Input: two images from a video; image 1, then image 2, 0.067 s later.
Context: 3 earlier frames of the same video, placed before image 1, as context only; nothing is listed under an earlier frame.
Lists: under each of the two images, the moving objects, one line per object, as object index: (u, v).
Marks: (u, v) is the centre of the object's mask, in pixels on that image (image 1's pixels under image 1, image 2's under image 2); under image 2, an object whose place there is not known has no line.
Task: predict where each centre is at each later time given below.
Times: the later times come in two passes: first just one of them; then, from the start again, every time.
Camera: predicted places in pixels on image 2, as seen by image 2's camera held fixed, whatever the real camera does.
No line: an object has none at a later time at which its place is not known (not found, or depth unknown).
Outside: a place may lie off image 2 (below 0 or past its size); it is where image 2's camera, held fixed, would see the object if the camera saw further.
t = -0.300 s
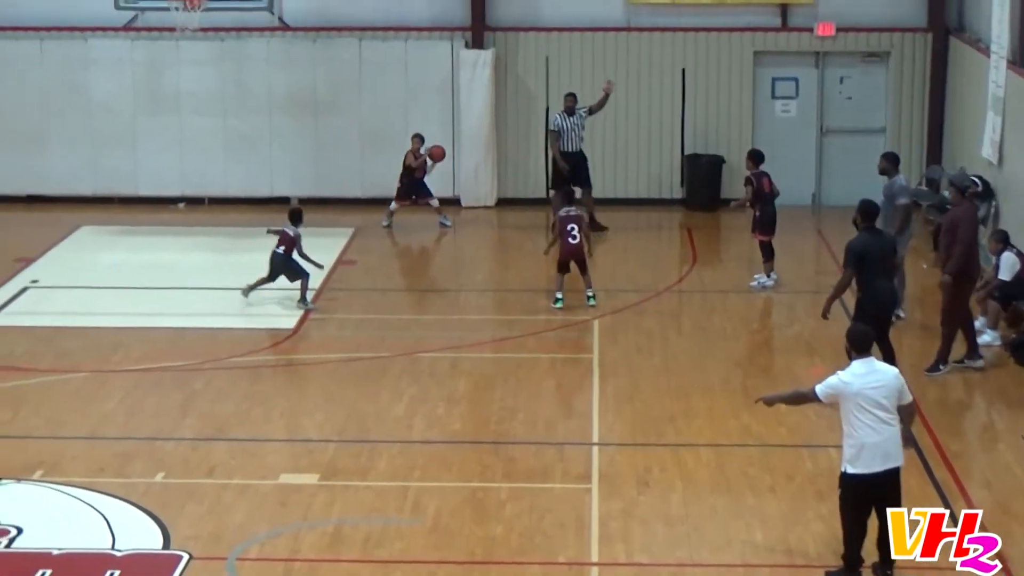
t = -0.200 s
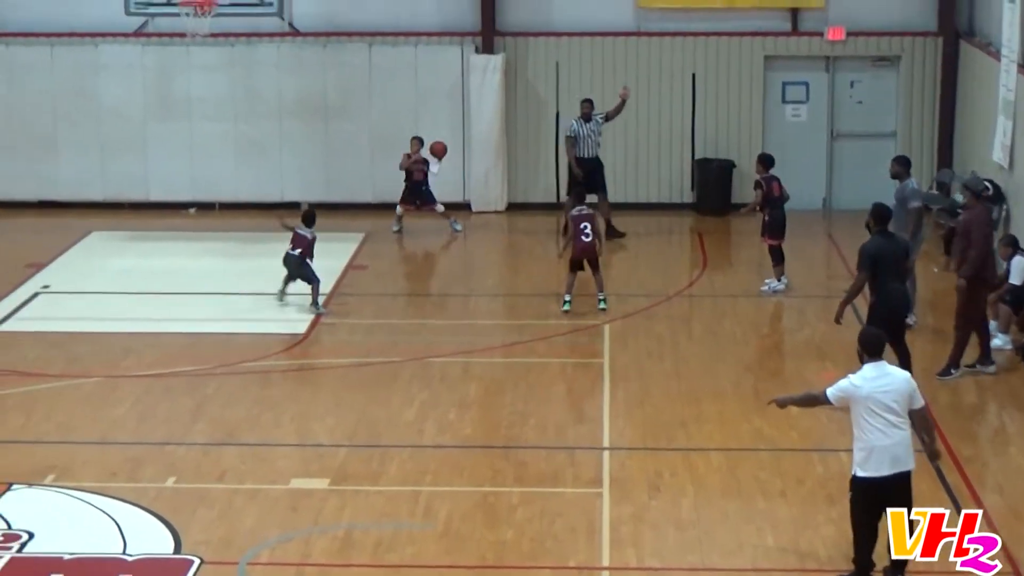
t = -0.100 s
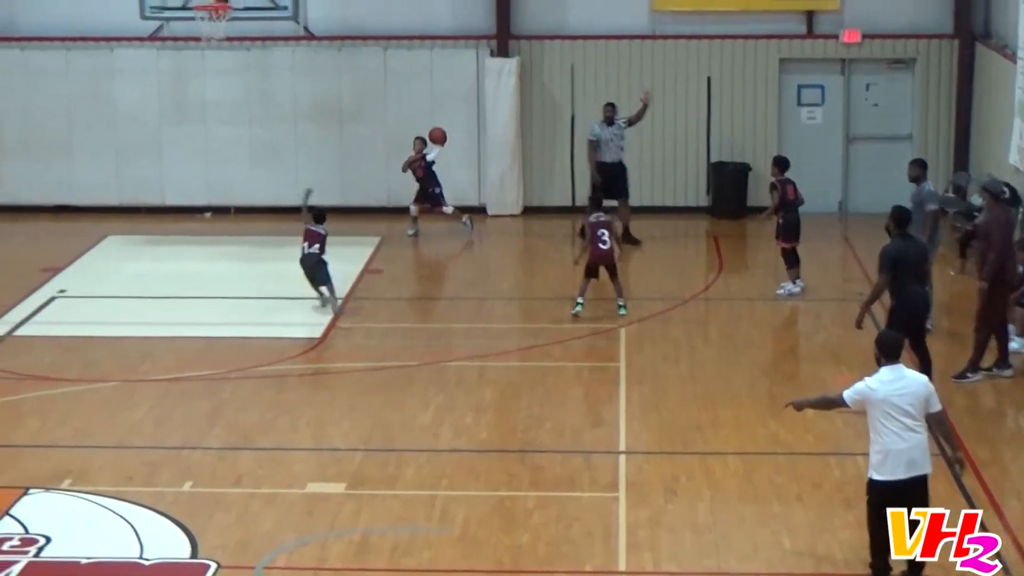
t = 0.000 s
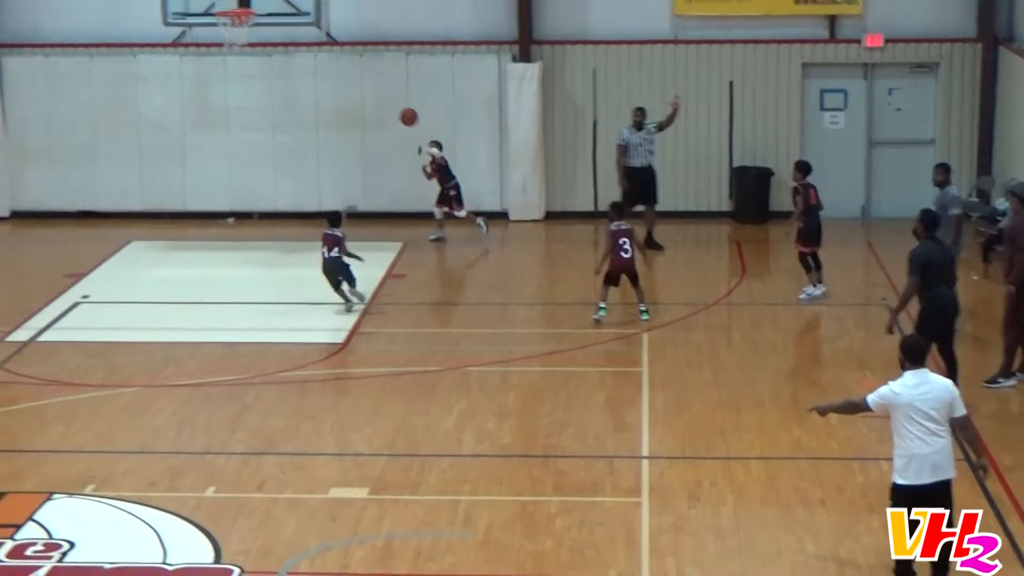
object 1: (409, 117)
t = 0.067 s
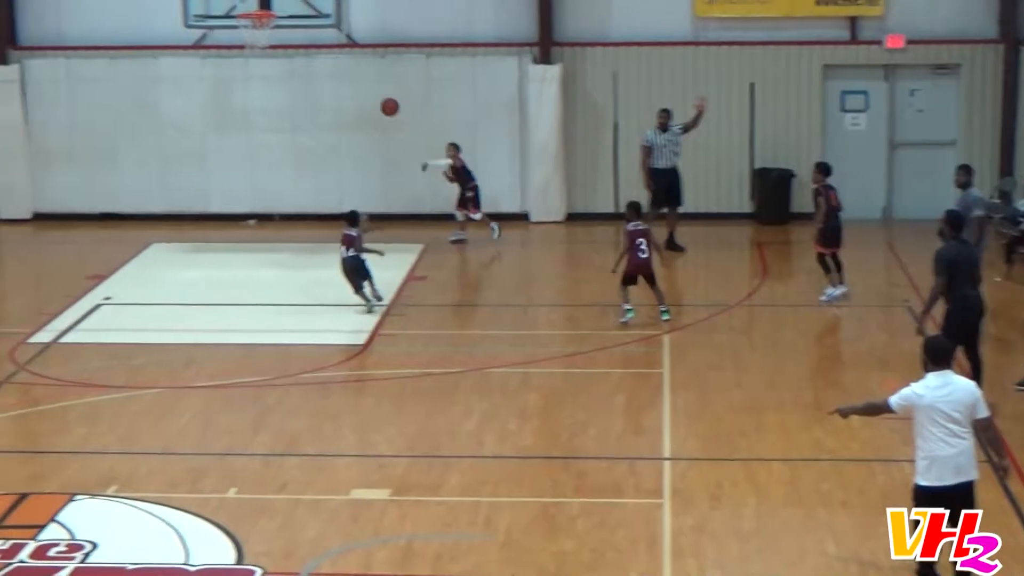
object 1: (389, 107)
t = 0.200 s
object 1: (321, 93)
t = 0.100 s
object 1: (372, 102)
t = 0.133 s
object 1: (355, 98)
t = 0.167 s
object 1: (338, 95)
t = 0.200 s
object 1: (321, 93)
